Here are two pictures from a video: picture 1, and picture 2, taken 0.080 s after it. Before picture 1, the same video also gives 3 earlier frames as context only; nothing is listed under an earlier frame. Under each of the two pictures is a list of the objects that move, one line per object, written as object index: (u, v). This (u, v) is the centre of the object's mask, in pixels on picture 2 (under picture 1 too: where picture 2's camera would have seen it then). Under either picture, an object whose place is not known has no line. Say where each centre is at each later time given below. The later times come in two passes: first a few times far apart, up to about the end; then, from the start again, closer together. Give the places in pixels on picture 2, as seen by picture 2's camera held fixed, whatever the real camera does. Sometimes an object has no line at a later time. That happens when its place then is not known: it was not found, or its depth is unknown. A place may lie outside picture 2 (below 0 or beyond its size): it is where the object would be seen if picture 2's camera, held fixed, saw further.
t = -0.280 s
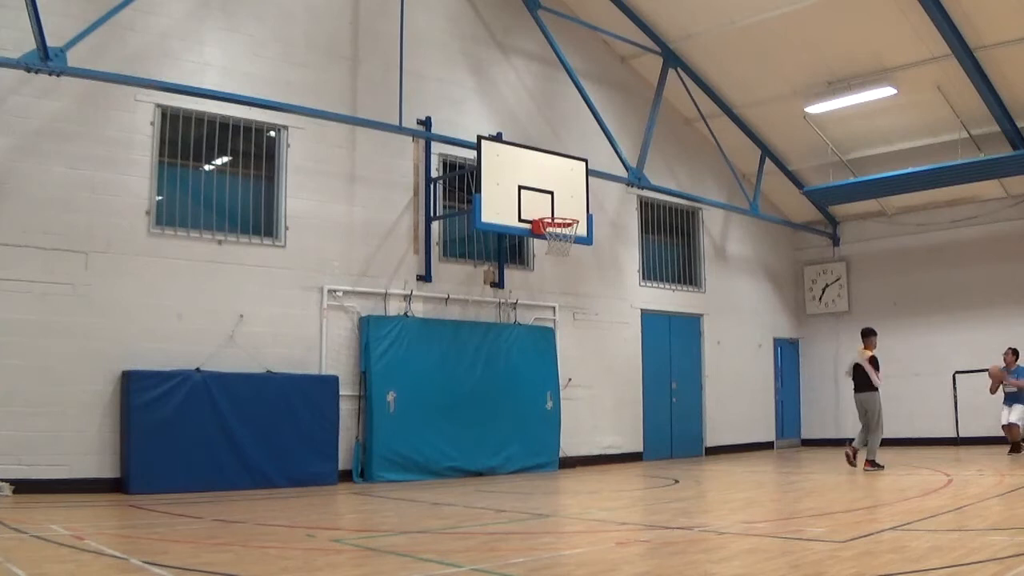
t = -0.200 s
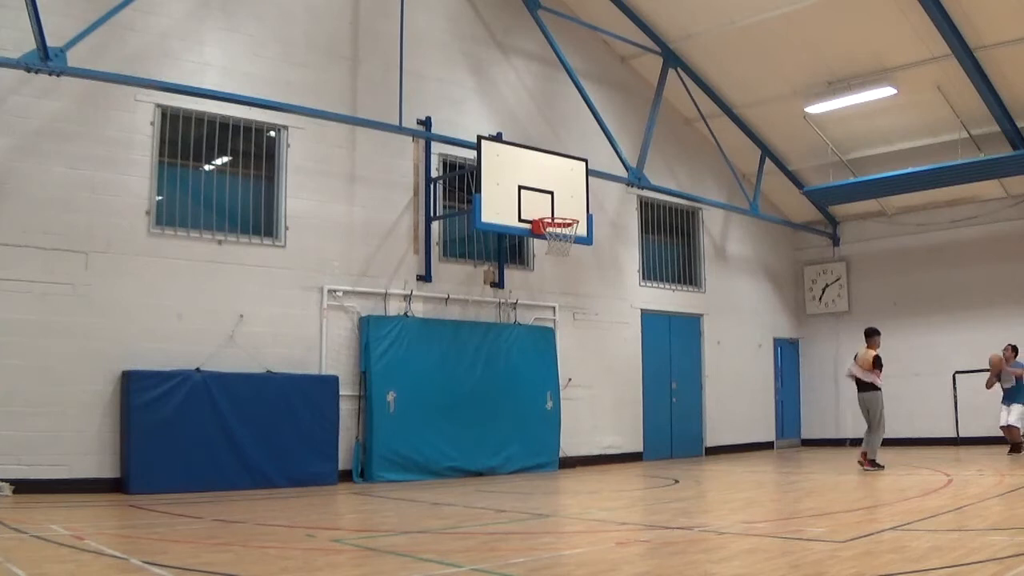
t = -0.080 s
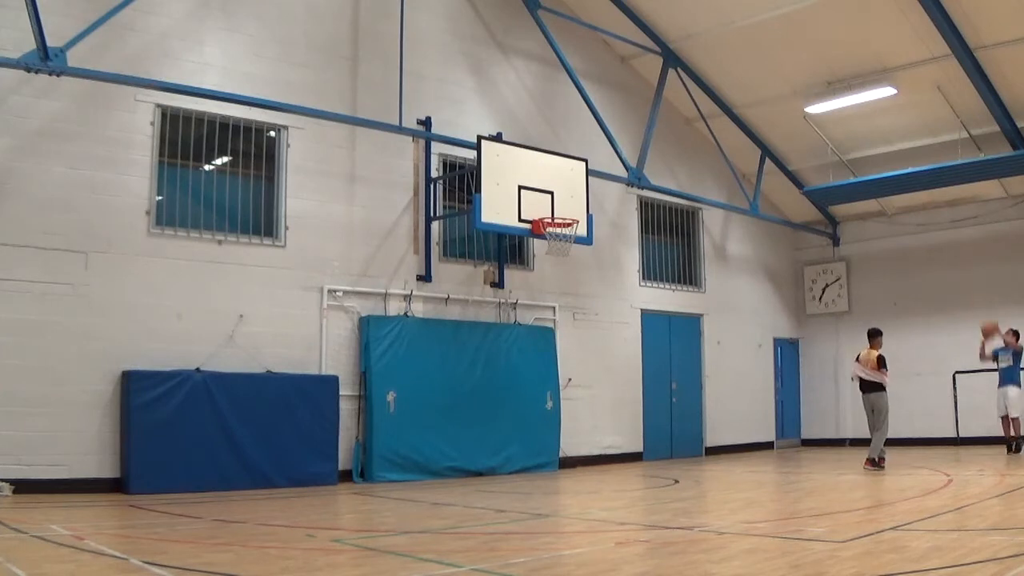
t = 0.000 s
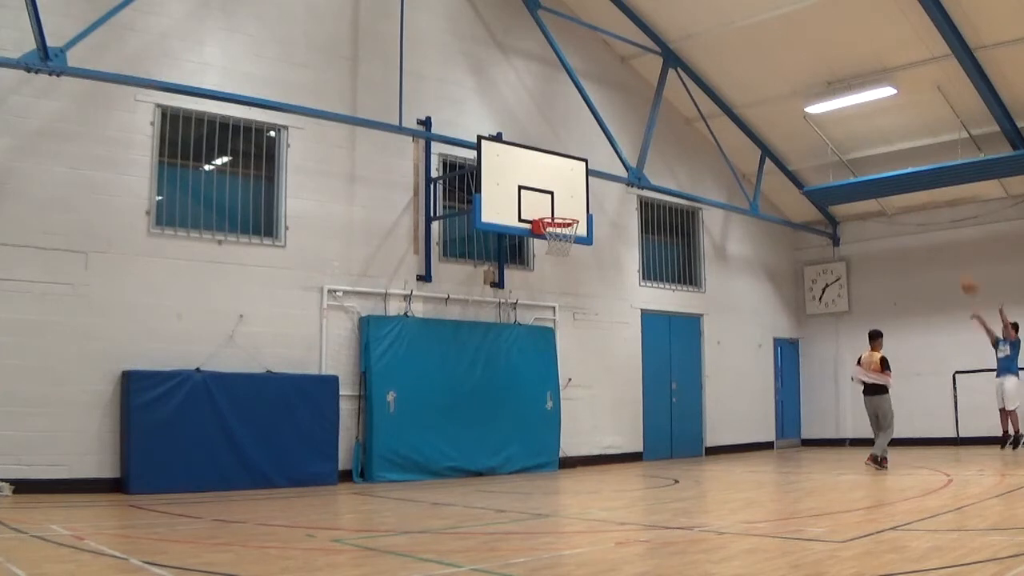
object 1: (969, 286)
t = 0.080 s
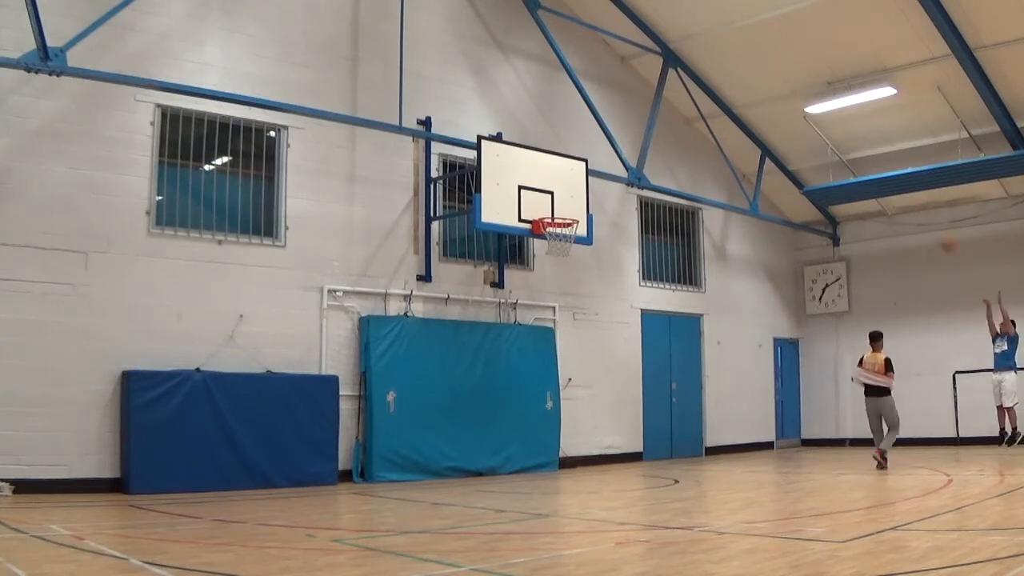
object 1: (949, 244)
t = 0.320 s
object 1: (878, 138)
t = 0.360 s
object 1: (866, 125)
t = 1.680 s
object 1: (440, 370)
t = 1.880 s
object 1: (381, 429)
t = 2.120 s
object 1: (344, 298)
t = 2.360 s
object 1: (311, 218)
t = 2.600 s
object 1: (278, 192)
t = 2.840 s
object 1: (242, 217)
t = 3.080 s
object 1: (205, 297)
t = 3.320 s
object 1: (175, 351)
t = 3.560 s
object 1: (154, 338)
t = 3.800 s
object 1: (132, 357)
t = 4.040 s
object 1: (117, 363)
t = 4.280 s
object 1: (93, 407)
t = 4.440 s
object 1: (80, 466)
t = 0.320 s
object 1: (878, 138)
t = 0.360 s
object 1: (866, 125)
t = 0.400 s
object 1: (855, 113)
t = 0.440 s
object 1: (843, 101)
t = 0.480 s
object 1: (829, 90)
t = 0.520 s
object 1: (820, 83)
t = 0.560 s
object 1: (806, 74)
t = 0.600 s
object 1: (794, 67)
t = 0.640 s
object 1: (783, 60)
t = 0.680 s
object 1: (770, 55)
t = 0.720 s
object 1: (758, 52)
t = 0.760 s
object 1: (746, 50)
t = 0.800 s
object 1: (734, 48)
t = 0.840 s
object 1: (721, 48)
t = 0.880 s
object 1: (709, 49)
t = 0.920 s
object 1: (697, 51)
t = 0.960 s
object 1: (685, 54)
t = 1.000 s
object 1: (673, 59)
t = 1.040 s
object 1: (660, 65)
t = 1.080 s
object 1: (646, 73)
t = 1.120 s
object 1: (635, 81)
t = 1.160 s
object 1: (622, 90)
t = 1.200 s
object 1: (608, 104)
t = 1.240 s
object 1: (595, 116)
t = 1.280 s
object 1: (581, 131)
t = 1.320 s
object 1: (568, 148)
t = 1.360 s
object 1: (555, 165)
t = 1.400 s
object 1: (541, 184)
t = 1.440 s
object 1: (527, 206)
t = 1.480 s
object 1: (513, 229)
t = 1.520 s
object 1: (498, 253)
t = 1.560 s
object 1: (483, 279)
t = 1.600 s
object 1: (469, 309)
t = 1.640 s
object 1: (455, 338)
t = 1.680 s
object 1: (440, 370)
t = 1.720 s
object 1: (425, 404)
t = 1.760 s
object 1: (410, 439)
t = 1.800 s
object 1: (396, 476)
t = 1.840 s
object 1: (388, 457)
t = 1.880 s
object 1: (381, 429)
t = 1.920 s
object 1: (375, 402)
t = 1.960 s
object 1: (369, 379)
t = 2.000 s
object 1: (363, 357)
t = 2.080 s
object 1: (350, 315)
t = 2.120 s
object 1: (344, 298)
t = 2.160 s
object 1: (339, 280)
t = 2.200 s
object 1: (333, 265)
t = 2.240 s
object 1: (328, 251)
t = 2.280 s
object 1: (322, 239)
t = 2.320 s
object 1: (316, 228)
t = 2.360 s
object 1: (311, 218)
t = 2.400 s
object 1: (305, 210)
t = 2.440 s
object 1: (299, 204)
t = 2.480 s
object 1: (294, 199)
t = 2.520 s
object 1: (289, 195)
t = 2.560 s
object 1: (283, 193)
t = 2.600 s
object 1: (278, 192)
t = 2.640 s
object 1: (272, 193)
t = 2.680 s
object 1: (267, 194)
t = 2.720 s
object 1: (261, 198)
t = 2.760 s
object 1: (254, 202)
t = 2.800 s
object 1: (248, 209)
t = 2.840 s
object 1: (242, 217)
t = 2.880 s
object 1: (235, 226)
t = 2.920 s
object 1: (229, 238)
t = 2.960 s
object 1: (222, 251)
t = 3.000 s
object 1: (217, 264)
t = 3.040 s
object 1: (211, 280)
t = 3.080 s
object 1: (205, 297)
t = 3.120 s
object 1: (199, 315)
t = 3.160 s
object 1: (193, 335)
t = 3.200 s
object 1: (187, 358)
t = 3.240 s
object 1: (183, 364)
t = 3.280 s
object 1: (178, 358)
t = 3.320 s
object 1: (175, 351)
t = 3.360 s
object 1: (171, 345)
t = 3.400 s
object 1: (167, 340)
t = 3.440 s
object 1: (164, 337)
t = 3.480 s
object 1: (161, 336)
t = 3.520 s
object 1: (157, 336)
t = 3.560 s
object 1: (154, 338)
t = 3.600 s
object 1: (150, 341)
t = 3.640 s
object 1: (146, 346)
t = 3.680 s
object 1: (142, 352)
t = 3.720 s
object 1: (139, 359)
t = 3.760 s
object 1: (135, 360)
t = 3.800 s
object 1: (132, 357)
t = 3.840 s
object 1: (129, 354)
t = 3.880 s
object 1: (126, 353)
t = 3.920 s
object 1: (124, 354)
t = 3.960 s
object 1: (122, 355)
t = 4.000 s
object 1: (119, 359)
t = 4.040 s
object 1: (117, 363)
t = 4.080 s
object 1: (113, 368)
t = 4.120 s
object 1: (109, 372)
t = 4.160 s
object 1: (106, 379)
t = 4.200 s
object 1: (102, 386)
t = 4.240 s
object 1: (97, 397)
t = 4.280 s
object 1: (93, 407)
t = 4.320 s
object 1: (90, 420)
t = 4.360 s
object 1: (87, 433)
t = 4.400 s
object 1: (83, 449)
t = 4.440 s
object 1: (80, 466)
